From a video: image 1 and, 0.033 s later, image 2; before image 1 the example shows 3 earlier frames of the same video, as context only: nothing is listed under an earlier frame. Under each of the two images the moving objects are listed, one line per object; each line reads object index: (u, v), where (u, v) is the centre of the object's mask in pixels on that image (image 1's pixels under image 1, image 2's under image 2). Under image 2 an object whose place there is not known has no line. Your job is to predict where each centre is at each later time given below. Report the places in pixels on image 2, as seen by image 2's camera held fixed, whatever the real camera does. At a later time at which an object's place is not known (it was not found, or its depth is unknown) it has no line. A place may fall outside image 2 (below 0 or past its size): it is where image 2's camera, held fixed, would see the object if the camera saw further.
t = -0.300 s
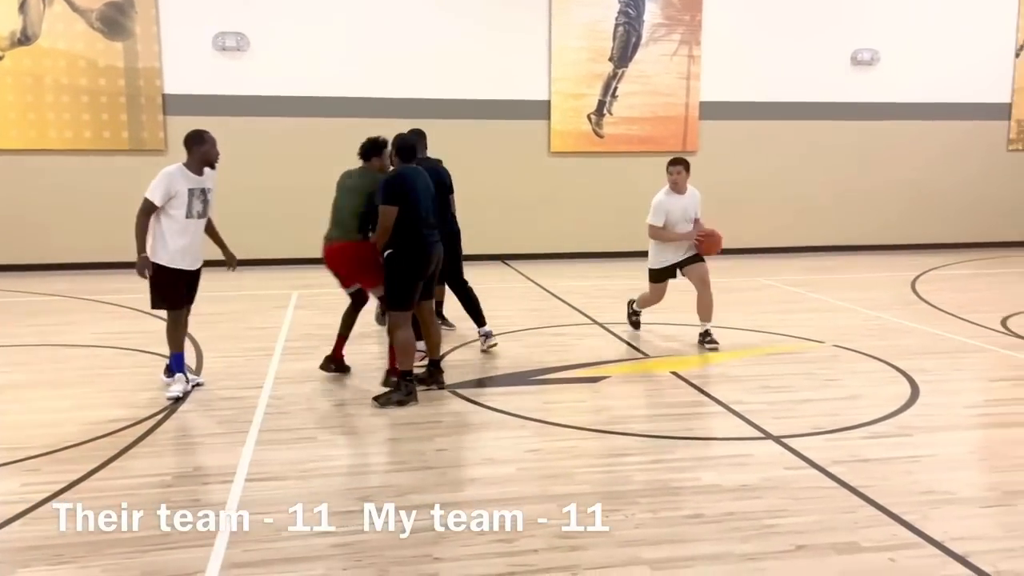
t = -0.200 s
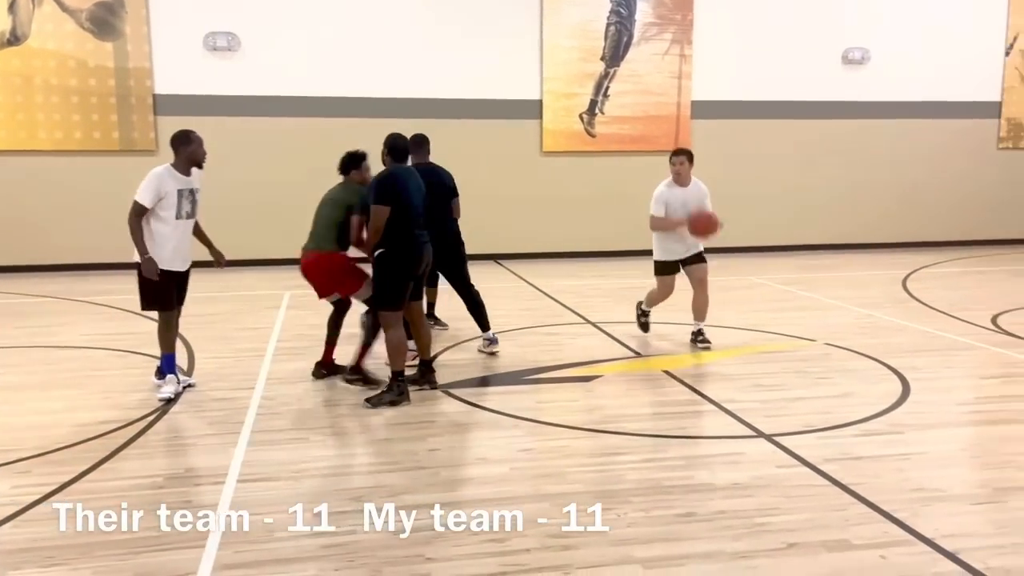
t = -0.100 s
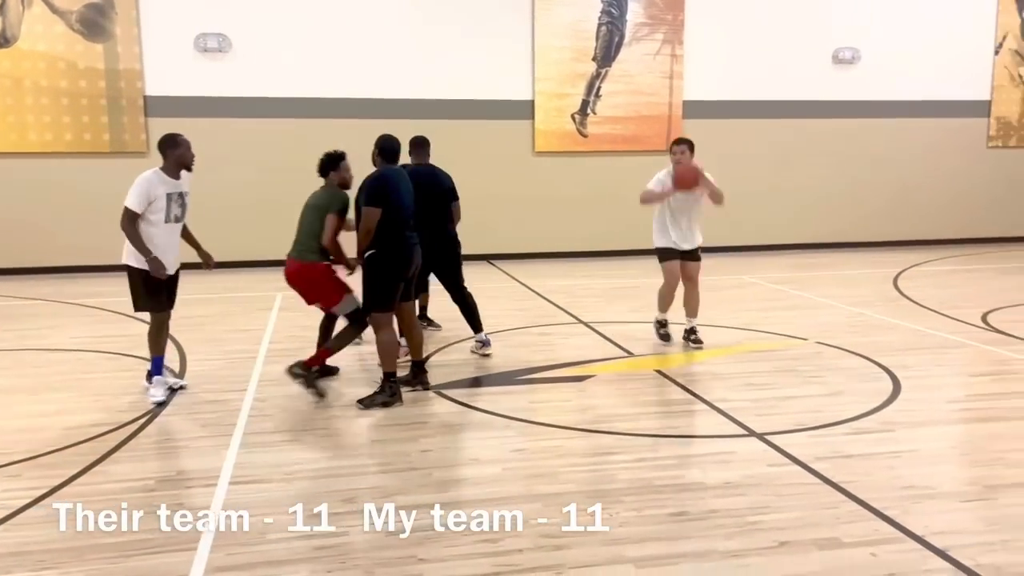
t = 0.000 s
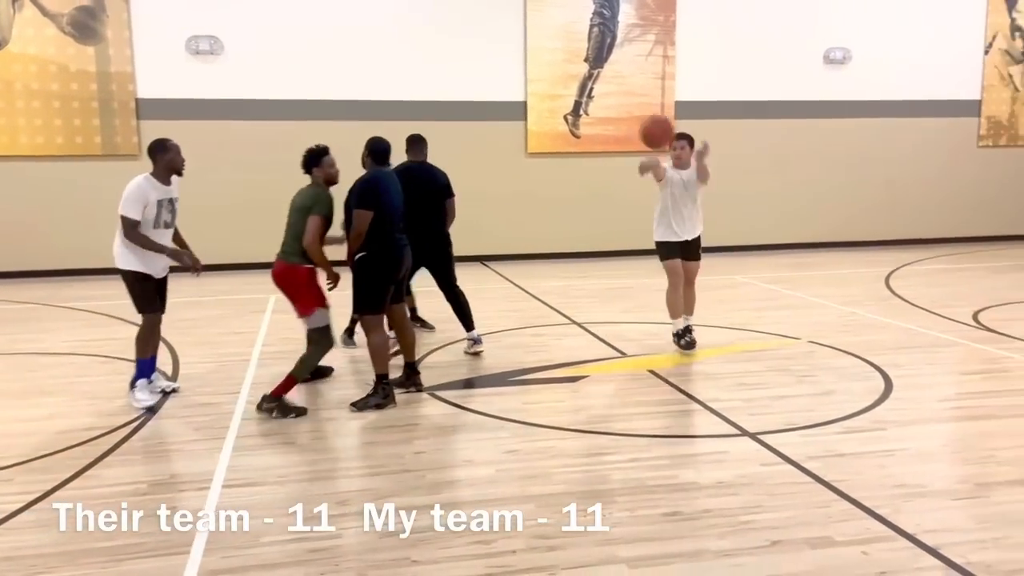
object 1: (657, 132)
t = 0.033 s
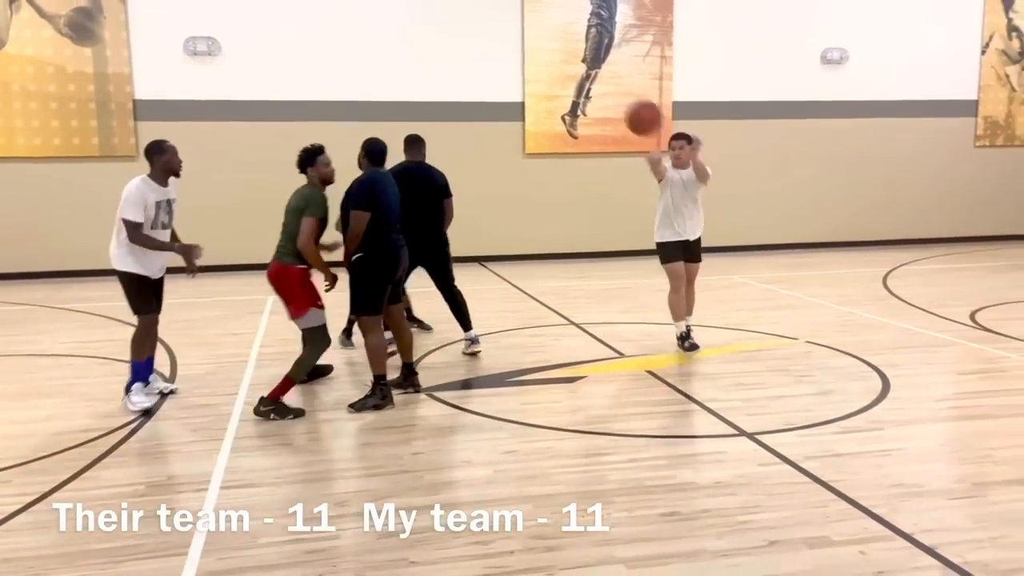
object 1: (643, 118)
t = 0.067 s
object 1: (631, 103)
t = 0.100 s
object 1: (617, 89)
